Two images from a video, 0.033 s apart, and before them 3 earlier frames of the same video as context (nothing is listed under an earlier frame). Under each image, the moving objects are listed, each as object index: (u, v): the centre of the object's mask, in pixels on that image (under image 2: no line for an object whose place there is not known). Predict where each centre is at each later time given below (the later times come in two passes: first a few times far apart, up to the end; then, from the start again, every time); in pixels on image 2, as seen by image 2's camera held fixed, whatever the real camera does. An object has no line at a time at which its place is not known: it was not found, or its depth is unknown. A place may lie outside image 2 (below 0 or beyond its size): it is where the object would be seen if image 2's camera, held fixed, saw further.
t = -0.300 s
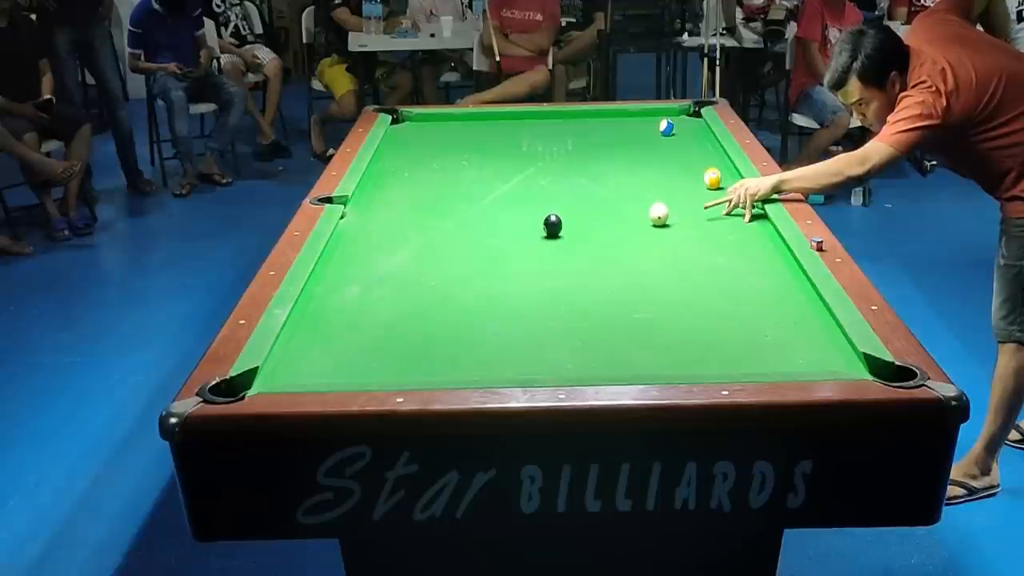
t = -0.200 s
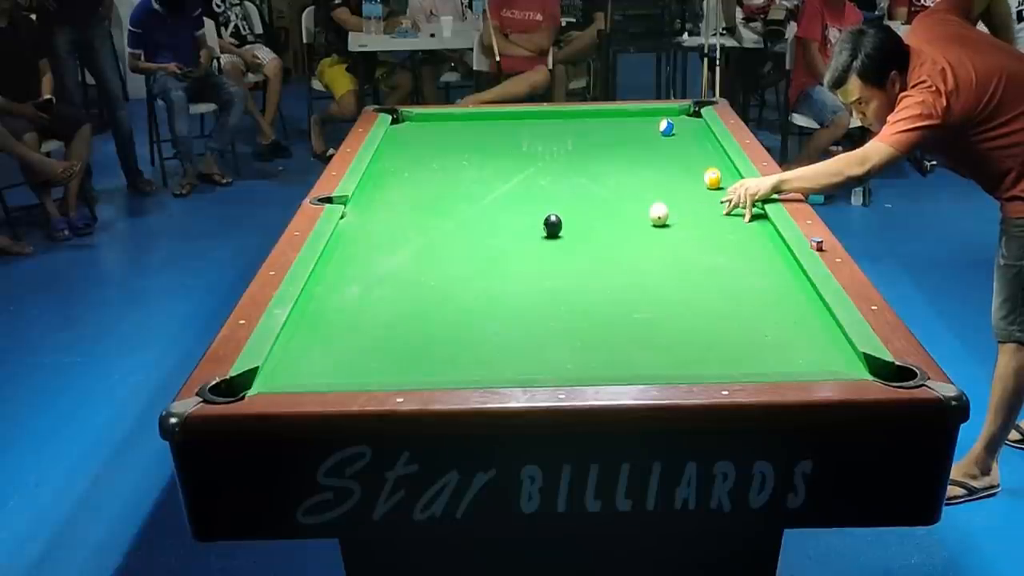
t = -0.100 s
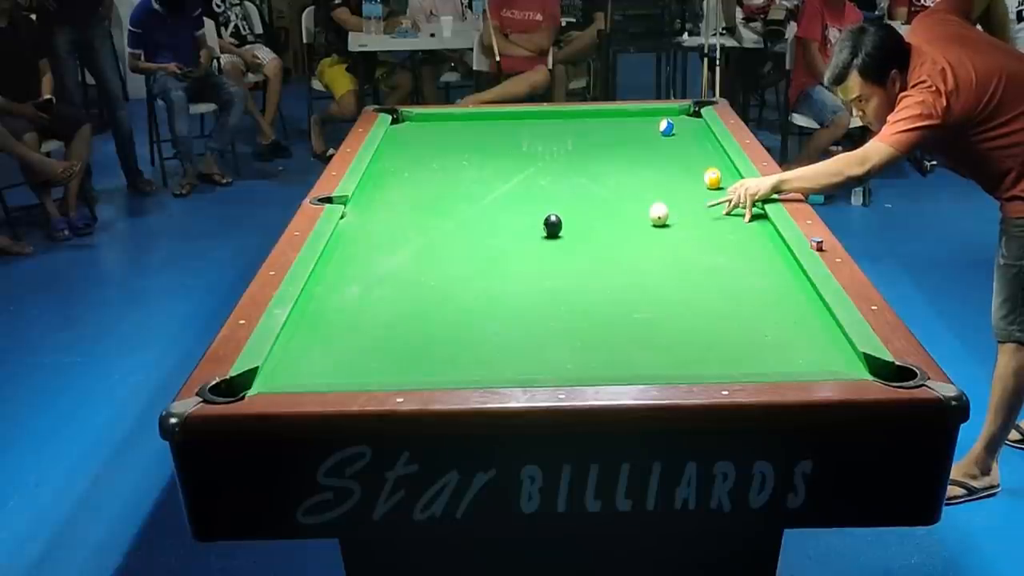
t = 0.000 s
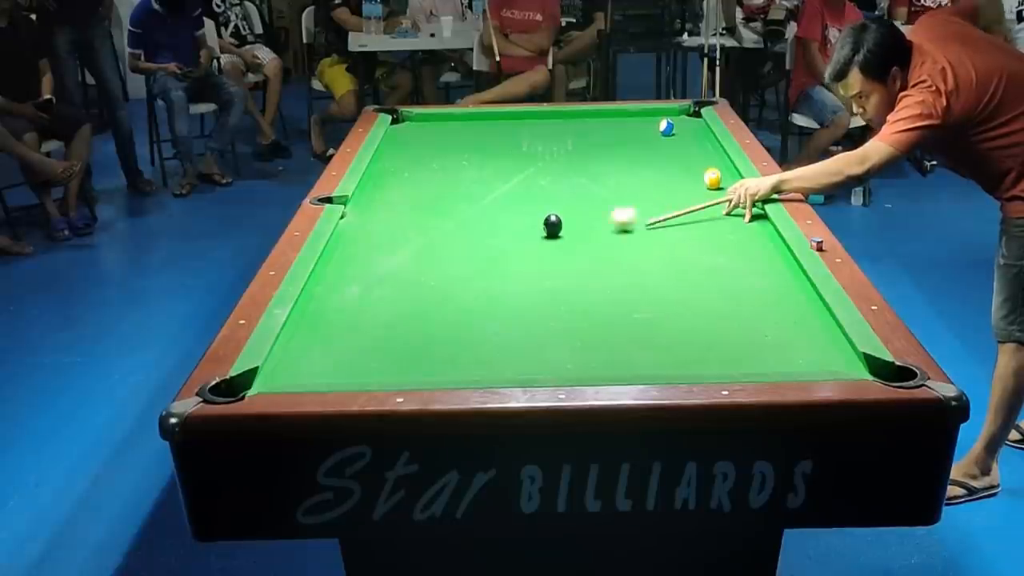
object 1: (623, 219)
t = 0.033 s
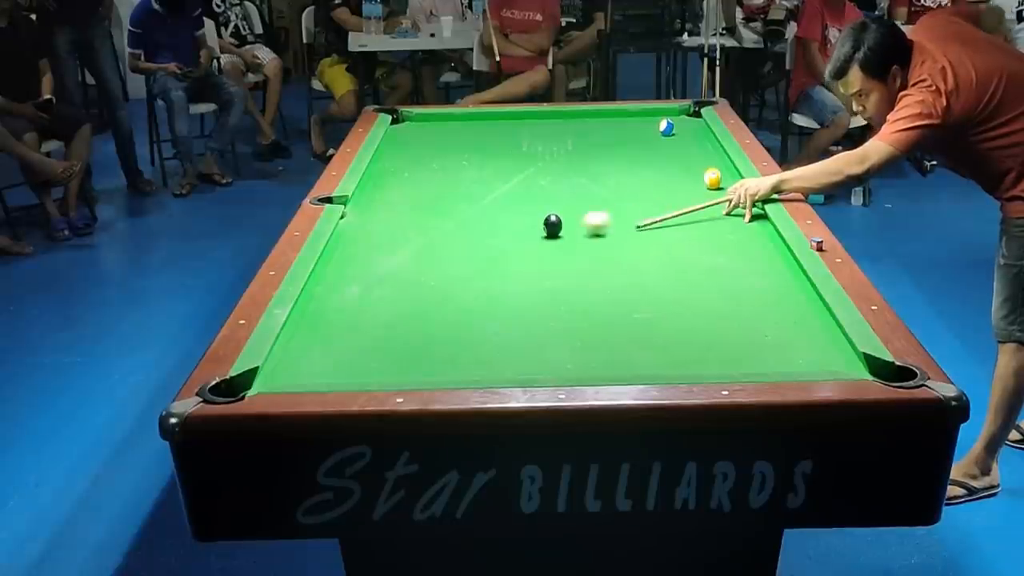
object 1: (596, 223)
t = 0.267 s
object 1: (539, 259)
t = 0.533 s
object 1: (512, 296)
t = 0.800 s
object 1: (482, 341)
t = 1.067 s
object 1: (463, 367)
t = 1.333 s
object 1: (490, 347)
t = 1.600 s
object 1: (514, 327)
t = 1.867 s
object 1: (534, 310)
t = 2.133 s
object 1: (551, 295)
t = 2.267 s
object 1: (559, 289)
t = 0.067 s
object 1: (571, 227)
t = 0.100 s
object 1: (564, 233)
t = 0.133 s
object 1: (558, 238)
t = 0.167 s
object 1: (552, 244)
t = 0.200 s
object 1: (547, 249)
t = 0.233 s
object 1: (542, 254)
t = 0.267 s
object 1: (539, 259)
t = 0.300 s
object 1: (535, 263)
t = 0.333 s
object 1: (532, 268)
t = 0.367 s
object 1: (529, 273)
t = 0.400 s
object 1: (526, 278)
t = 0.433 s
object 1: (522, 282)
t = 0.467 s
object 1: (519, 287)
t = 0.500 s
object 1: (516, 292)
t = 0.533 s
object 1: (512, 296)
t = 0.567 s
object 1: (509, 302)
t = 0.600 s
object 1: (505, 307)
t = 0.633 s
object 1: (502, 312)
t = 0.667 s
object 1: (498, 317)
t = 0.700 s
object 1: (494, 323)
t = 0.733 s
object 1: (490, 329)
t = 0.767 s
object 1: (486, 334)
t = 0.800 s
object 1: (482, 341)
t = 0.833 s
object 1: (478, 347)
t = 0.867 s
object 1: (474, 353)
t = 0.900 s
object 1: (469, 359)
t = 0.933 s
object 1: (465, 363)
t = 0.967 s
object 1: (461, 367)
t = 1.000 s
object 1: (456, 370)
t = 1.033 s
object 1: (459, 369)
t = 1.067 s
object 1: (463, 367)
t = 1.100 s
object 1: (467, 365)
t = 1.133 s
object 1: (471, 363)
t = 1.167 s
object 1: (474, 361)
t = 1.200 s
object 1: (477, 359)
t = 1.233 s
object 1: (481, 355)
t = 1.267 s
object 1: (484, 353)
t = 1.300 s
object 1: (487, 350)
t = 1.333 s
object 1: (490, 347)
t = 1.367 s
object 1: (493, 344)
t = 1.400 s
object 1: (496, 342)
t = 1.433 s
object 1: (499, 339)
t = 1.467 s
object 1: (502, 337)
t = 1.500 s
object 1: (505, 334)
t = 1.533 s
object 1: (508, 332)
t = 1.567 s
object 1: (511, 330)
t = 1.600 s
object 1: (514, 327)
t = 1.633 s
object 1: (516, 325)
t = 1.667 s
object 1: (519, 322)
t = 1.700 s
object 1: (521, 321)
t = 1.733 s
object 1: (524, 318)
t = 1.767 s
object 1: (527, 316)
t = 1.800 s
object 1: (529, 314)
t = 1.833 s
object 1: (531, 312)
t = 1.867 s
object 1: (534, 310)
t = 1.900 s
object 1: (536, 308)
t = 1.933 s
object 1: (538, 306)
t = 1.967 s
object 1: (541, 304)
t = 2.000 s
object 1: (543, 302)
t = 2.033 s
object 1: (545, 301)
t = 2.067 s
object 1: (547, 299)
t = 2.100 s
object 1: (549, 297)
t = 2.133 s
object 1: (551, 295)
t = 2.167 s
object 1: (553, 294)
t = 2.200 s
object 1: (555, 292)
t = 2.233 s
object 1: (557, 290)
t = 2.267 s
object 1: (559, 289)
